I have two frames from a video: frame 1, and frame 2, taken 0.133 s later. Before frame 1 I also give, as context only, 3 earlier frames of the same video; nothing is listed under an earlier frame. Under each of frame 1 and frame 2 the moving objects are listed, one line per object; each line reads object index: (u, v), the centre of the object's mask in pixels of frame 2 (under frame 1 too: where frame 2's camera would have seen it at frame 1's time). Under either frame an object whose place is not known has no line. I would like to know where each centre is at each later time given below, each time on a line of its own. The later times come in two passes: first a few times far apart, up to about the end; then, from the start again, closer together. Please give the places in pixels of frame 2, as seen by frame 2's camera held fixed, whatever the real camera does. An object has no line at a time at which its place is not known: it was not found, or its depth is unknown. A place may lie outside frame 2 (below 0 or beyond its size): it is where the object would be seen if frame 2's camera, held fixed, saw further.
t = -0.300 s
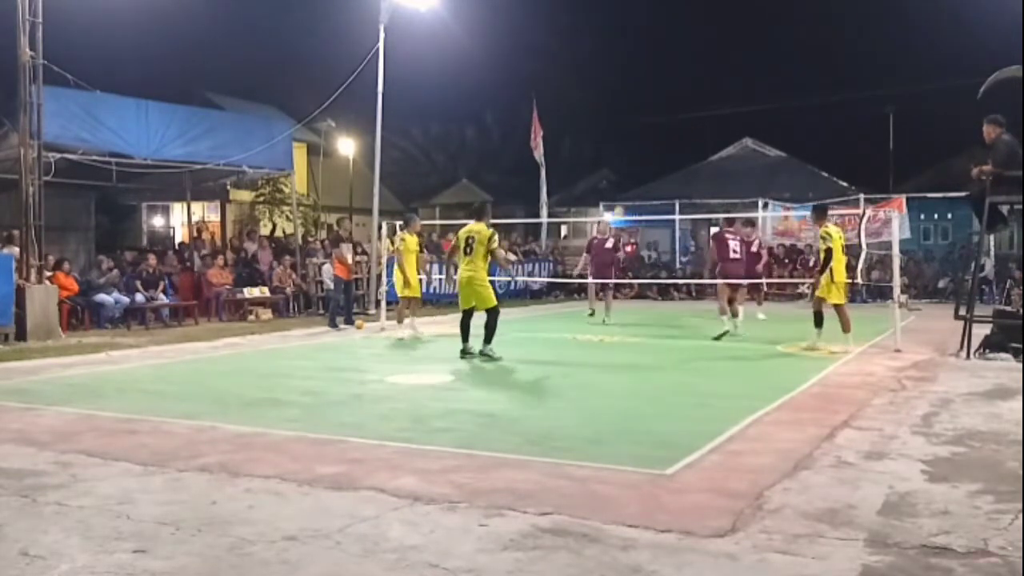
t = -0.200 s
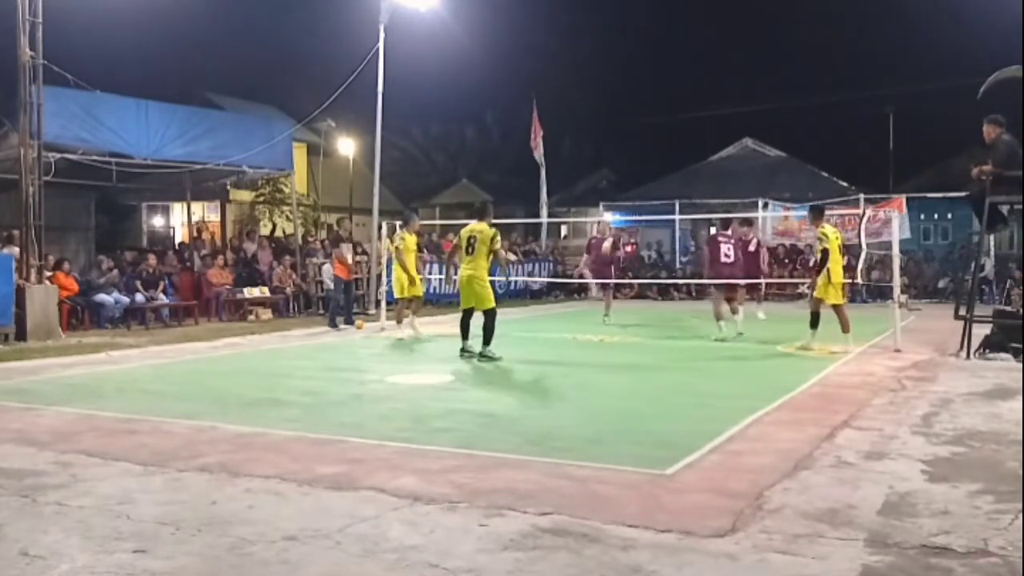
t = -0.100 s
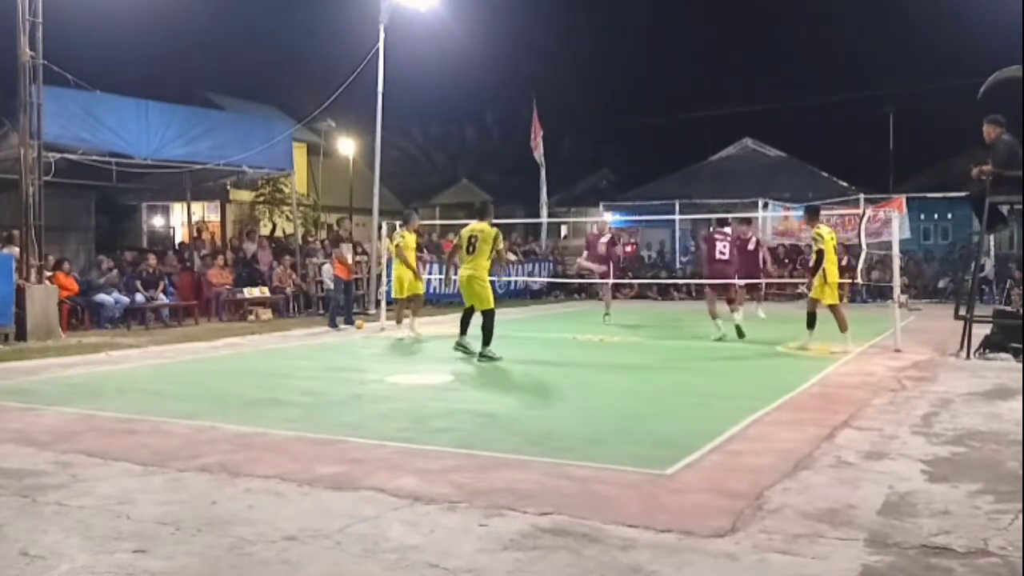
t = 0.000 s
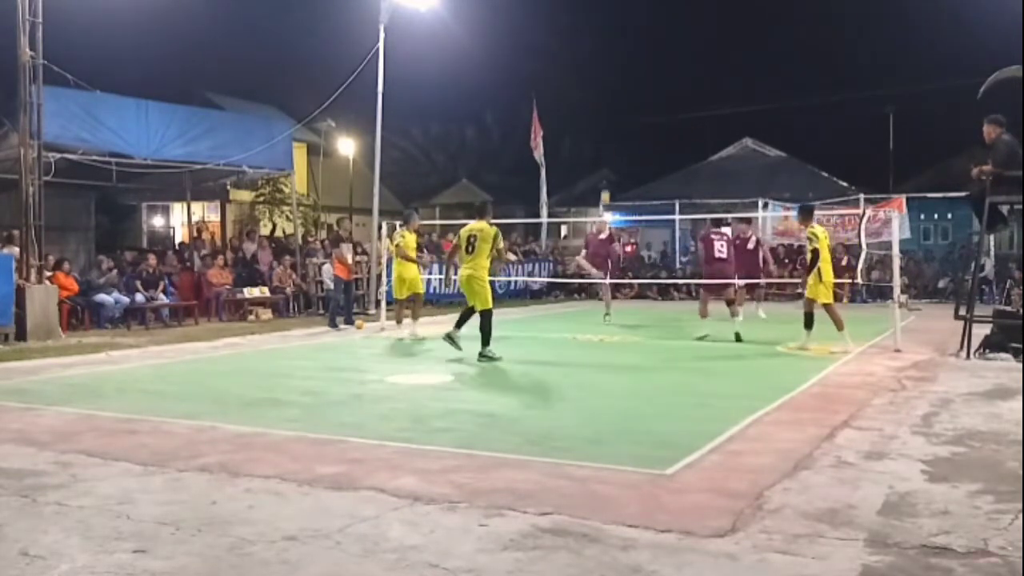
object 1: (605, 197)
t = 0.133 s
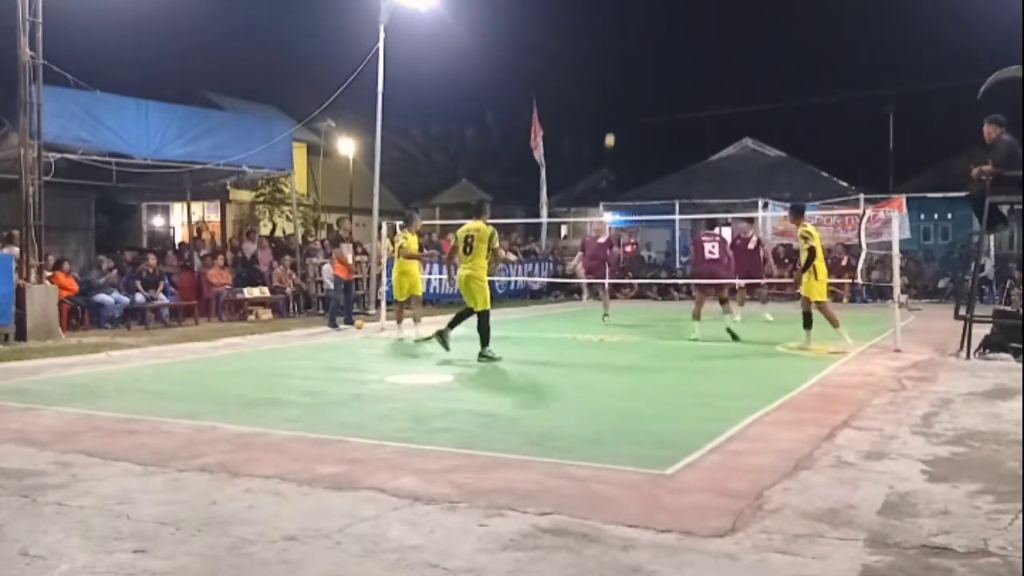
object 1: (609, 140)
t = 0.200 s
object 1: (612, 116)
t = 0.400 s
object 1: (619, 60)
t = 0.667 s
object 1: (628, 28)
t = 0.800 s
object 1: (633, 30)
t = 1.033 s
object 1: (642, 65)
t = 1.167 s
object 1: (647, 103)
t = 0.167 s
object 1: (611, 128)
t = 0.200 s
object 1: (612, 116)
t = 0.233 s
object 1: (613, 105)
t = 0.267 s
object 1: (614, 94)
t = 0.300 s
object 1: (615, 85)
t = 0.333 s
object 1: (616, 76)
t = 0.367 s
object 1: (618, 68)
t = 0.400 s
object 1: (619, 60)
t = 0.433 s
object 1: (620, 54)
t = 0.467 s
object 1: (621, 48)
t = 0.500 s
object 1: (622, 43)
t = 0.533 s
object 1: (624, 38)
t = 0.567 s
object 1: (625, 34)
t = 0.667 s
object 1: (628, 28)
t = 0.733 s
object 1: (631, 27)
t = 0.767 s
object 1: (632, 28)
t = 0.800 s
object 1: (633, 30)
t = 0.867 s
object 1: (636, 36)
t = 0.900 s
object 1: (637, 40)
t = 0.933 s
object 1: (638, 45)
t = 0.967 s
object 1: (640, 50)
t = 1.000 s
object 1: (641, 57)
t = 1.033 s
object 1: (642, 65)
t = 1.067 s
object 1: (644, 73)
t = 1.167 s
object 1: (647, 103)
